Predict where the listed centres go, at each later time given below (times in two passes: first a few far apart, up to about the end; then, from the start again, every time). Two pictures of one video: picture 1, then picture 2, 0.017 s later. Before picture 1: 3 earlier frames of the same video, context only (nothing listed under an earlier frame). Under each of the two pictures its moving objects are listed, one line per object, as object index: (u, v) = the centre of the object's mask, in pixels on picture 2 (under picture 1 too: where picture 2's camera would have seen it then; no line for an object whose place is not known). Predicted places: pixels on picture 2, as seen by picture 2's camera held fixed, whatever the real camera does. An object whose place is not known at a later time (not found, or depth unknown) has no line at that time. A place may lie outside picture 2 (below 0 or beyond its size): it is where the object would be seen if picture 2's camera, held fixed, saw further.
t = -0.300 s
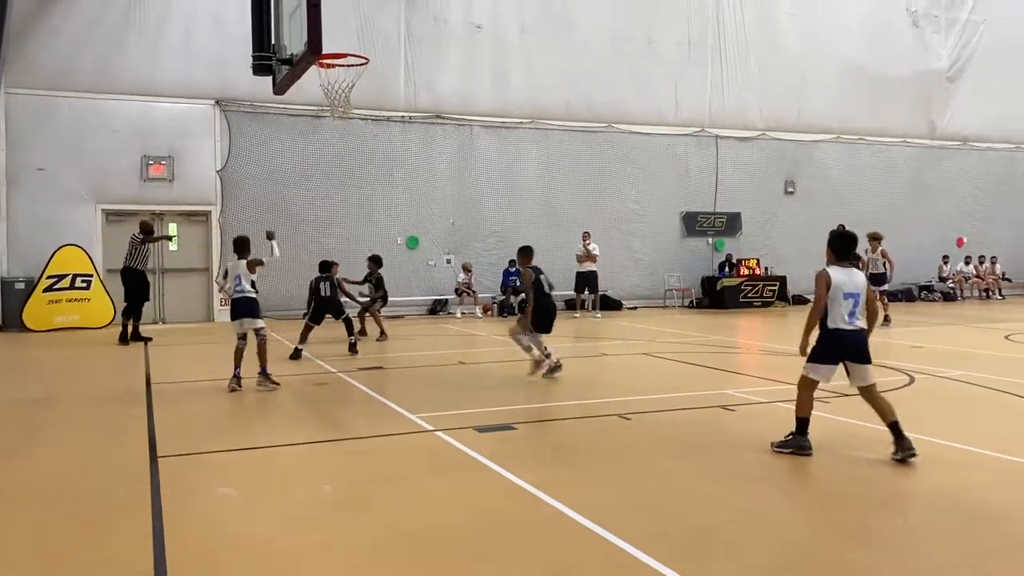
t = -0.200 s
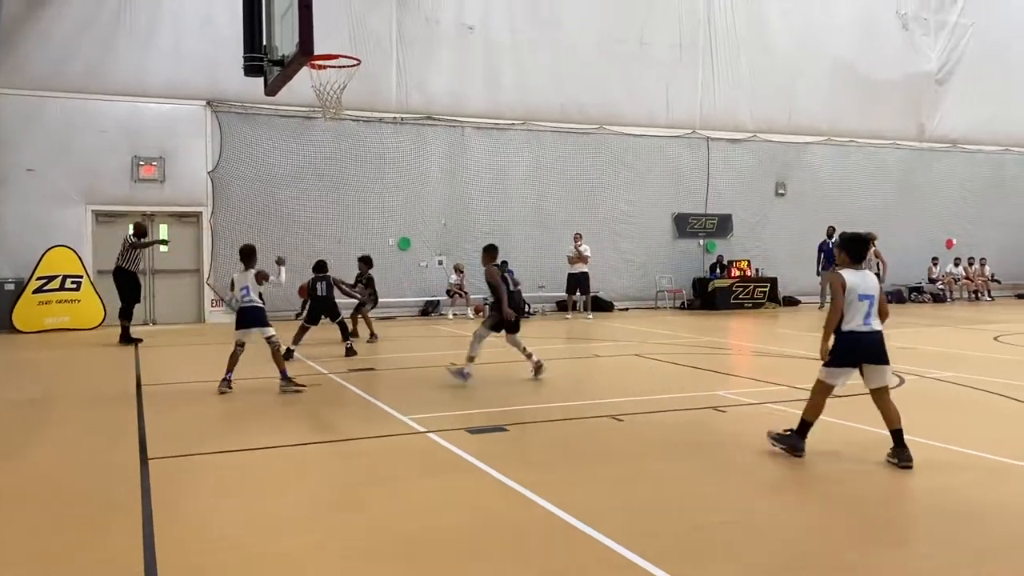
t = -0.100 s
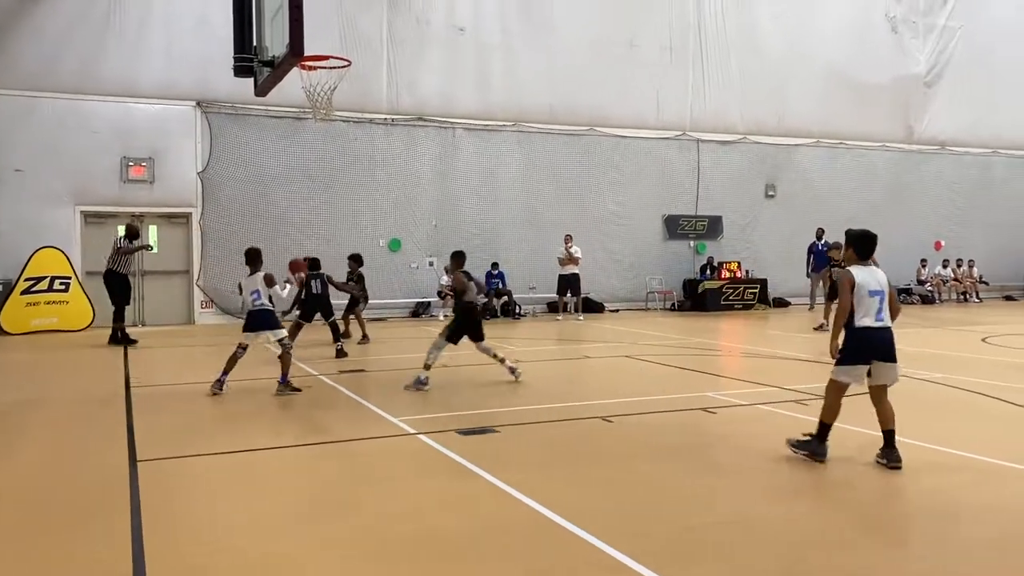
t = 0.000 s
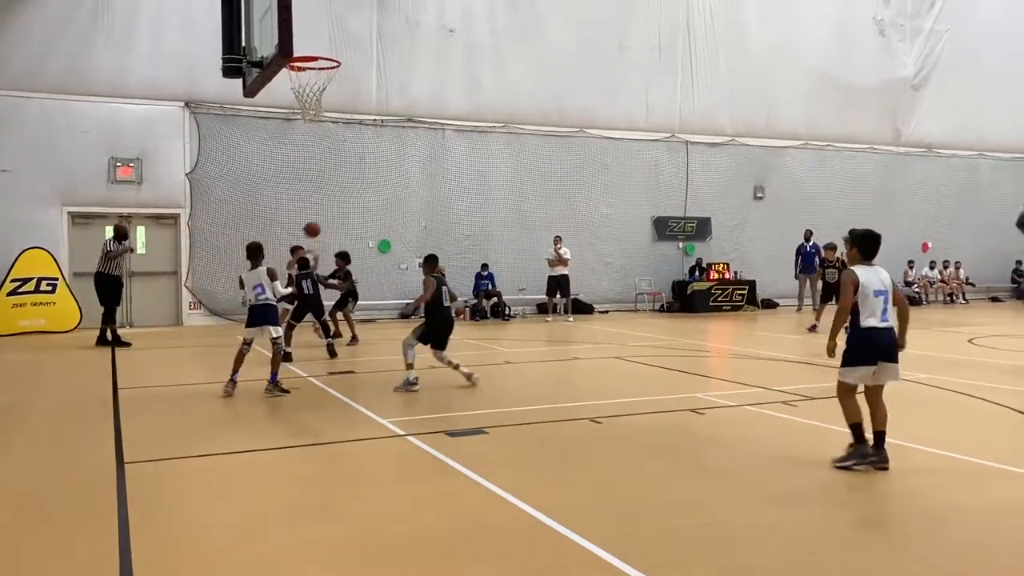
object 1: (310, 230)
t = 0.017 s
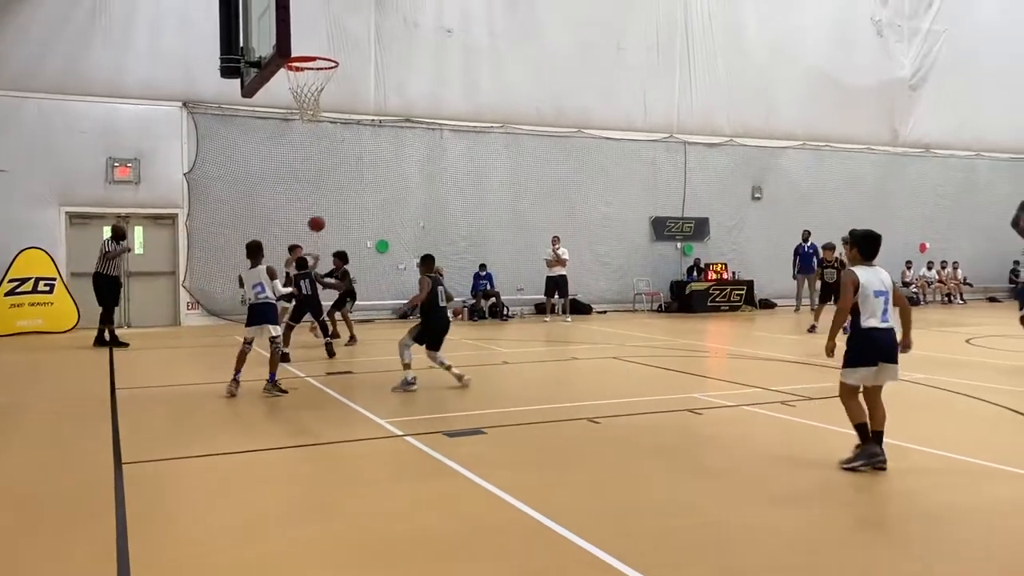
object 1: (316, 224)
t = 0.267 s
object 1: (415, 155)
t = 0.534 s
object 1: (524, 125)
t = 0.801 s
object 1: (641, 145)
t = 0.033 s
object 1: (323, 217)
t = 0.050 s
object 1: (329, 212)
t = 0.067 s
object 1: (336, 207)
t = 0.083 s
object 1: (342, 201)
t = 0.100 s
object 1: (349, 196)
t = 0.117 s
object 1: (355, 191)
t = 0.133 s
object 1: (362, 187)
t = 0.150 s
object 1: (369, 182)
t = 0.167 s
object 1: (376, 178)
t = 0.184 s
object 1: (382, 173)
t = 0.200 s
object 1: (388, 169)
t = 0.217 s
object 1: (395, 165)
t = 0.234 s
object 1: (402, 161)
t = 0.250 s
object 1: (408, 158)
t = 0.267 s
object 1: (415, 155)
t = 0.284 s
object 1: (422, 152)
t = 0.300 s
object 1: (428, 148)
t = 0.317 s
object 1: (435, 146)
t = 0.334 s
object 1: (441, 143)
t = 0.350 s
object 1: (449, 140)
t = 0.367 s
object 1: (455, 139)
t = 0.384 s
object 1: (462, 136)
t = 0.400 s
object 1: (469, 134)
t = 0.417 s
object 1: (475, 132)
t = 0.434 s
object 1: (482, 131)
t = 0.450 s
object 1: (489, 129)
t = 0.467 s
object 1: (496, 128)
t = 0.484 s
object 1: (503, 126)
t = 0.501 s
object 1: (510, 126)
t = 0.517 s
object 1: (517, 125)
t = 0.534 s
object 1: (524, 125)
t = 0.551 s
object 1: (531, 125)
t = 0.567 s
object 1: (538, 124)
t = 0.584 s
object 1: (546, 125)
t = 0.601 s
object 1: (552, 125)
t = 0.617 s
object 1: (559, 125)
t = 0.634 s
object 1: (567, 126)
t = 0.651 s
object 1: (574, 127)
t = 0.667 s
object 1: (581, 128)
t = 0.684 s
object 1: (589, 129)
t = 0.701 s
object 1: (596, 131)
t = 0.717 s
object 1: (603, 133)
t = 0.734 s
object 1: (611, 135)
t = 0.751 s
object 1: (618, 137)
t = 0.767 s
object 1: (626, 140)
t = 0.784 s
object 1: (634, 142)
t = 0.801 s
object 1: (641, 145)
